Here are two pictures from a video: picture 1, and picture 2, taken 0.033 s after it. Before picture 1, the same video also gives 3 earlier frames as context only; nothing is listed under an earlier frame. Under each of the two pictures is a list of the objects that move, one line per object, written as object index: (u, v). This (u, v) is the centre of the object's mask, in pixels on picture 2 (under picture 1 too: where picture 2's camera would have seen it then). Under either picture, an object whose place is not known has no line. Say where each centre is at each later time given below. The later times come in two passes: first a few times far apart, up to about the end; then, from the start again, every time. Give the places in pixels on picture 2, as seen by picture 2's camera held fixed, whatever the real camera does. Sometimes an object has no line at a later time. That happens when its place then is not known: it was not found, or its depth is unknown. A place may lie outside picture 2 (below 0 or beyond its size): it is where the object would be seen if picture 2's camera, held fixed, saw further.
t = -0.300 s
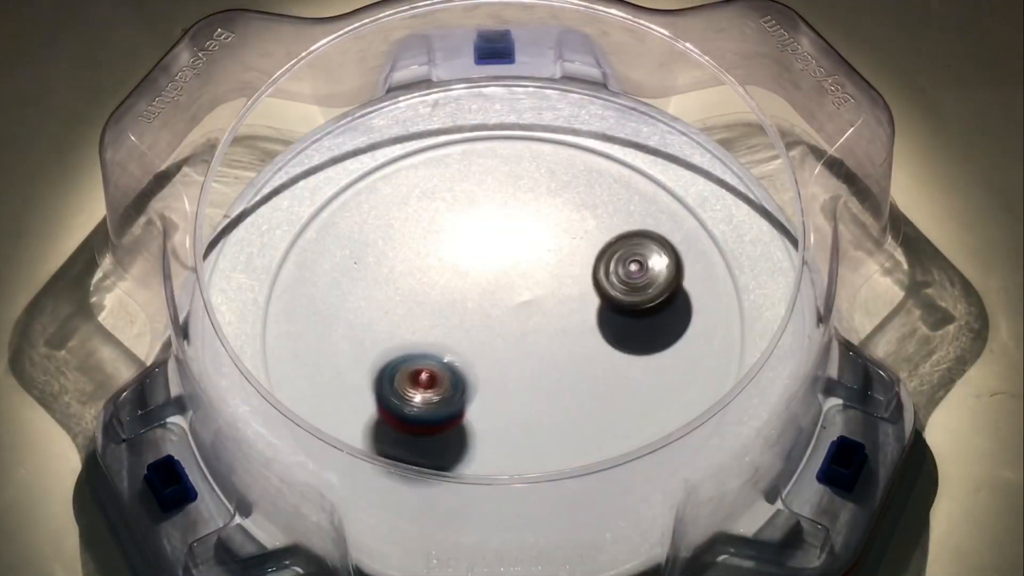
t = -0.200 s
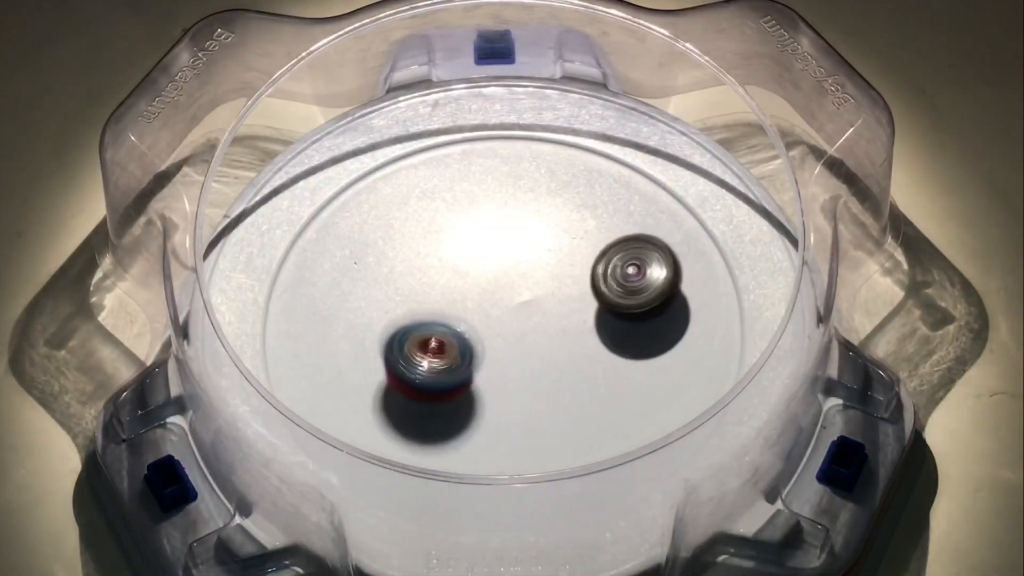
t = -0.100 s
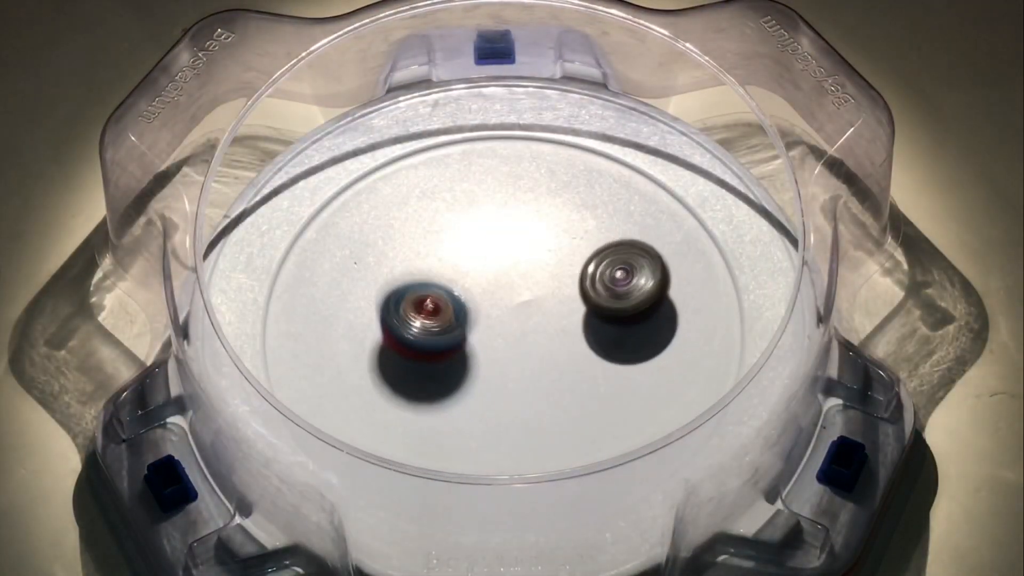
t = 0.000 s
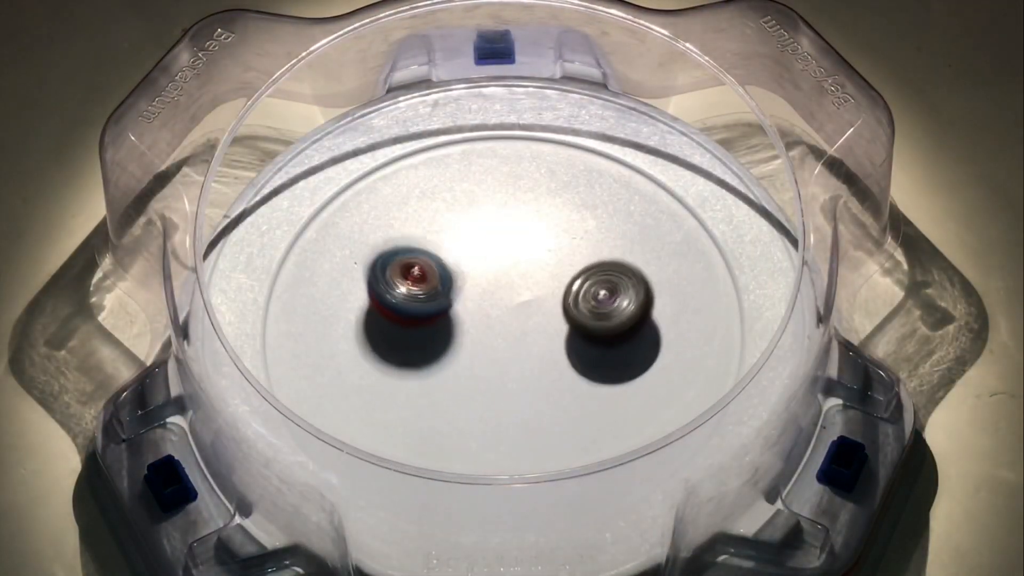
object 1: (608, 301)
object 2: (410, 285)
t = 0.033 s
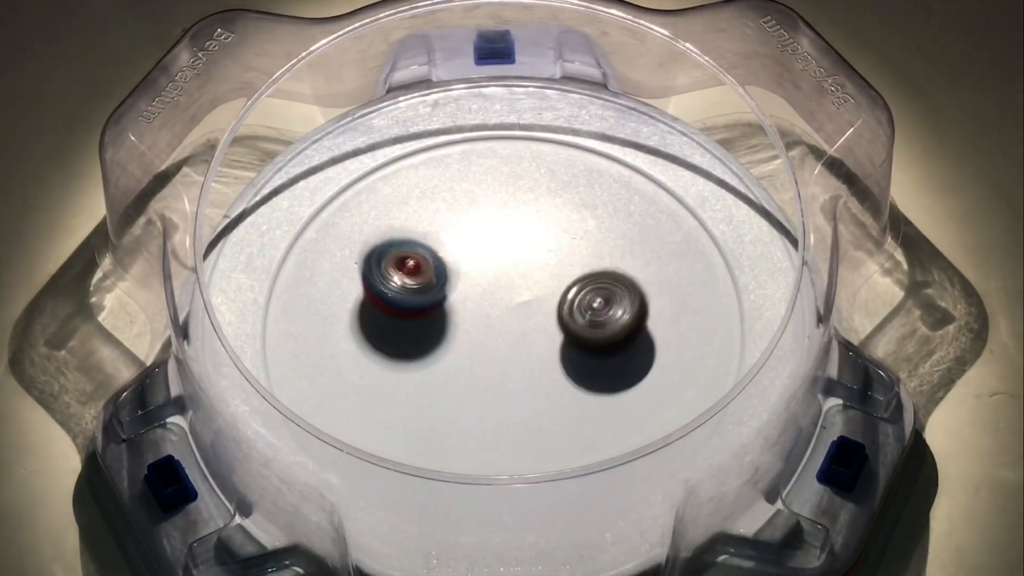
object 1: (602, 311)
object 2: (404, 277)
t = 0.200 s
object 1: (583, 360)
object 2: (379, 257)
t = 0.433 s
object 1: (585, 394)
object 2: (368, 265)
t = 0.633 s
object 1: (555, 389)
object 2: (404, 282)
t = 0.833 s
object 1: (487, 403)
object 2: (494, 242)
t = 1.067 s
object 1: (443, 418)
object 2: (515, 182)
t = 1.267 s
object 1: (458, 399)
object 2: (468, 207)
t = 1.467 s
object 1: (424, 333)
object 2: (518, 297)
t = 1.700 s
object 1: (368, 299)
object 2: (643, 308)
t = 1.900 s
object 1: (381, 321)
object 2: (646, 246)
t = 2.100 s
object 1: (445, 306)
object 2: (549, 271)
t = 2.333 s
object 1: (414, 274)
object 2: (605, 333)
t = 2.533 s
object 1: (445, 298)
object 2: (623, 342)
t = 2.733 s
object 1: (471, 295)
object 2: (604, 348)
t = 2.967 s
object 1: (498, 275)
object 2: (518, 369)
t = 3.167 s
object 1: (516, 276)
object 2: (469, 386)
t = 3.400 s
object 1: (529, 287)
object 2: (434, 389)
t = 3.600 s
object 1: (533, 299)
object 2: (418, 376)
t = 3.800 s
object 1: (534, 315)
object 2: (417, 338)
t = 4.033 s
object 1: (527, 328)
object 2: (418, 290)
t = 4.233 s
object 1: (515, 336)
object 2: (427, 263)
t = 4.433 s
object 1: (499, 340)
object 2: (446, 251)
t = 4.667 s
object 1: (482, 338)
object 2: (493, 250)
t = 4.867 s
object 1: (475, 331)
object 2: (527, 251)
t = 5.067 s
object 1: (474, 319)
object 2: (553, 266)
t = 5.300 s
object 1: (478, 311)
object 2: (576, 289)
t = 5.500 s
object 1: (482, 305)
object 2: (584, 316)
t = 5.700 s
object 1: (488, 302)
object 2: (576, 339)
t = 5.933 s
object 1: (489, 296)
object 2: (568, 373)
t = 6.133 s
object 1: (495, 301)
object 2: (535, 377)
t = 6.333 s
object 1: (498, 273)
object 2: (510, 433)
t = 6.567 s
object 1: (494, 283)
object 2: (509, 388)
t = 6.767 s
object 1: (504, 278)
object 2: (410, 385)
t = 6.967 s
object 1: (511, 283)
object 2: (410, 430)
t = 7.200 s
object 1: (589, 258)
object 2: (425, 364)
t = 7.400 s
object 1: (657, 211)
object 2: (288, 358)
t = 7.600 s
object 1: (583, 241)
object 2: (361, 343)
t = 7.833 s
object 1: (544, 352)
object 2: (415, 241)
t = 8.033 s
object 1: (534, 434)
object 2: (412, 166)
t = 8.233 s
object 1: (488, 431)
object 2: (465, 152)
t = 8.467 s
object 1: (439, 378)
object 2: (566, 190)
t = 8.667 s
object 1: (410, 305)
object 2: (629, 261)
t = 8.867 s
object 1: (422, 250)
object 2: (649, 337)
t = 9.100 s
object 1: (479, 238)
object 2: (606, 415)
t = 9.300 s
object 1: (539, 261)
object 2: (520, 426)
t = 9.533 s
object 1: (587, 315)
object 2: (411, 391)
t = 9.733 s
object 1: (582, 360)
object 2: (355, 340)
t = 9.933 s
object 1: (531, 380)
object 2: (366, 288)
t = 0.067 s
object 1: (597, 321)
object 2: (399, 270)
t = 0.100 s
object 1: (592, 331)
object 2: (393, 264)
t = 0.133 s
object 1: (588, 341)
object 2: (388, 260)
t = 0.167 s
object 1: (585, 350)
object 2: (384, 257)
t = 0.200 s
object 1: (583, 360)
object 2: (379, 257)
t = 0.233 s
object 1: (581, 368)
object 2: (376, 256)
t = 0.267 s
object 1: (580, 377)
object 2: (373, 255)
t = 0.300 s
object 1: (580, 383)
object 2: (371, 256)
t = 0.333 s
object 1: (582, 388)
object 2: (370, 257)
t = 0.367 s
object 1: (584, 393)
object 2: (369, 259)
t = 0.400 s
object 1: (585, 394)
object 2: (368, 262)
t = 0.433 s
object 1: (585, 394)
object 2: (368, 265)
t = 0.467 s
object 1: (585, 391)
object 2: (369, 268)
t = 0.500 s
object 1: (584, 391)
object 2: (372, 272)
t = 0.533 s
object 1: (581, 389)
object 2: (376, 276)
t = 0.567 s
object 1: (575, 389)
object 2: (382, 280)
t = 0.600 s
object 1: (565, 389)
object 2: (392, 282)
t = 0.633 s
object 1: (555, 389)
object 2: (404, 282)
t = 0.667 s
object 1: (543, 390)
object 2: (419, 280)
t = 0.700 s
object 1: (532, 392)
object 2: (435, 275)
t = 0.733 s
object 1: (520, 394)
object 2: (451, 268)
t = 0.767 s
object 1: (509, 397)
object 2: (467, 260)
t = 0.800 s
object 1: (498, 400)
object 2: (481, 252)
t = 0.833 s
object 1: (487, 403)
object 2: (494, 242)
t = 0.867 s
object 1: (477, 407)
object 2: (504, 231)
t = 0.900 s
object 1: (468, 410)
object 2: (512, 222)
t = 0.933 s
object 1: (459, 410)
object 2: (517, 212)
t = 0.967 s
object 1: (452, 413)
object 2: (521, 202)
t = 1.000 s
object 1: (447, 415)
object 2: (521, 194)
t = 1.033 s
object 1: (444, 418)
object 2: (519, 187)
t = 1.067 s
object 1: (443, 418)
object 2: (515, 182)
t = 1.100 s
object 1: (443, 420)
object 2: (508, 177)
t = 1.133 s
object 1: (446, 419)
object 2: (498, 176)
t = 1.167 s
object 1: (450, 417)
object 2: (488, 178)
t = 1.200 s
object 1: (454, 412)
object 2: (479, 184)
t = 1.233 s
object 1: (457, 406)
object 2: (472, 194)
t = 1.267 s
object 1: (458, 399)
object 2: (468, 207)
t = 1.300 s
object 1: (456, 389)
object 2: (467, 220)
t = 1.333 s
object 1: (452, 378)
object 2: (469, 236)
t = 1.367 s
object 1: (446, 367)
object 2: (477, 252)
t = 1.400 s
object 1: (440, 354)
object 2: (488, 270)
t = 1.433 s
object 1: (433, 342)
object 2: (502, 284)
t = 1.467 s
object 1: (424, 333)
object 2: (518, 297)
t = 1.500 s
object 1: (416, 325)
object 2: (537, 307)
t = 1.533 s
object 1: (407, 317)
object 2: (557, 314)
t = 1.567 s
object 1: (399, 311)
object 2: (576, 319)
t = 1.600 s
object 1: (390, 305)
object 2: (595, 320)
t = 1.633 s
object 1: (382, 302)
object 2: (613, 318)
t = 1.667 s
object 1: (374, 300)
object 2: (629, 314)
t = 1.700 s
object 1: (368, 299)
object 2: (643, 308)
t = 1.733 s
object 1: (363, 301)
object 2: (655, 299)
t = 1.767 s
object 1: (360, 303)
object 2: (663, 288)
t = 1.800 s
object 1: (360, 309)
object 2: (667, 276)
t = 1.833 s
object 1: (365, 314)
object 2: (665, 264)
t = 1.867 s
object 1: (373, 319)
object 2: (658, 253)
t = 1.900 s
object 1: (381, 321)
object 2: (646, 246)
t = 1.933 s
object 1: (390, 324)
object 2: (633, 242)
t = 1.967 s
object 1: (398, 325)
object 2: (617, 241)
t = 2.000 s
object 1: (407, 324)
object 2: (601, 243)
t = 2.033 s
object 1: (419, 320)
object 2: (584, 248)
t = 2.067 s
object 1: (432, 314)
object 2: (567, 258)
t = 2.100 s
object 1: (445, 306)
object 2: (549, 271)
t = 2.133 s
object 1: (443, 297)
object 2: (548, 286)
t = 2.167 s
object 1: (429, 286)
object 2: (563, 300)
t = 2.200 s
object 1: (419, 279)
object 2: (576, 310)
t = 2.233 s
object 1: (413, 274)
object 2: (586, 319)
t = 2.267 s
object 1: (411, 272)
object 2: (593, 325)
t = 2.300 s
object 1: (411, 272)
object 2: (599, 330)
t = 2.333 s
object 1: (414, 274)
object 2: (605, 333)
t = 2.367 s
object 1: (418, 278)
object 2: (611, 335)
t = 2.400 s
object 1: (424, 282)
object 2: (615, 337)
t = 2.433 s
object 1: (429, 287)
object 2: (619, 338)
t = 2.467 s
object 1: (435, 290)
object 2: (621, 339)
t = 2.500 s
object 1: (440, 295)
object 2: (622, 340)
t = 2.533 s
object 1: (445, 298)
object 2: (623, 342)
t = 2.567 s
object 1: (450, 300)
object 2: (623, 343)
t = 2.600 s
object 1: (454, 301)
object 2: (621, 344)
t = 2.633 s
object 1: (458, 301)
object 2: (619, 345)
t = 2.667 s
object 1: (462, 300)
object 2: (616, 346)
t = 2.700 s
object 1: (467, 298)
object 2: (611, 347)
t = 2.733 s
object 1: (471, 295)
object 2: (604, 348)
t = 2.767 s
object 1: (475, 291)
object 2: (594, 350)
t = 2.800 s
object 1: (480, 288)
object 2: (583, 353)
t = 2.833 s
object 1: (484, 285)
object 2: (571, 355)
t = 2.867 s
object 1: (488, 281)
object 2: (557, 358)
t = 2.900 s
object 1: (492, 279)
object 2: (543, 361)
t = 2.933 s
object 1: (495, 276)
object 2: (531, 365)
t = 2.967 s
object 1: (498, 275)
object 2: (518, 369)
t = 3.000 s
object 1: (501, 274)
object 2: (506, 372)
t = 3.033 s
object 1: (504, 274)
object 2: (497, 373)
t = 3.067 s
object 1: (508, 273)
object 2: (488, 377)
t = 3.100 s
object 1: (511, 274)
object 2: (481, 380)
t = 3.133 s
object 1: (513, 275)
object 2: (474, 383)
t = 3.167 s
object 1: (516, 276)
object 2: (469, 386)
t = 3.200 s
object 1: (519, 279)
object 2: (463, 388)
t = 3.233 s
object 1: (522, 280)
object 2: (458, 390)
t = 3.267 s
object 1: (524, 282)
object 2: (452, 391)
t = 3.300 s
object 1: (526, 284)
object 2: (447, 391)
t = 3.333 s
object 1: (527, 285)
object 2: (443, 390)
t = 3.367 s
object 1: (528, 287)
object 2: (438, 389)
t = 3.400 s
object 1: (529, 287)
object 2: (434, 389)
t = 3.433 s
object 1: (530, 290)
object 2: (430, 387)
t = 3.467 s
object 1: (530, 290)
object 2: (426, 386)
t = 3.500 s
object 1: (531, 292)
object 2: (422, 385)
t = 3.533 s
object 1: (531, 295)
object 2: (420, 383)
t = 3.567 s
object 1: (532, 297)
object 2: (418, 380)
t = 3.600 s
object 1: (533, 299)
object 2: (418, 376)
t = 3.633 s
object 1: (534, 302)
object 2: (418, 372)
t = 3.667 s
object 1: (534, 305)
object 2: (417, 367)
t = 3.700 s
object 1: (534, 308)
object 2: (417, 360)
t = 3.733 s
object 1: (535, 311)
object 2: (417, 353)
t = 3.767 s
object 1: (535, 314)
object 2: (417, 346)
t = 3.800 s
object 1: (534, 315)
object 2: (417, 338)
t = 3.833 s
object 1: (533, 319)
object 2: (417, 330)
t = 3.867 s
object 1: (532, 320)
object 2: (417, 323)
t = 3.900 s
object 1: (531, 322)
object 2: (417, 316)
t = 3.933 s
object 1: (530, 324)
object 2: (417, 309)
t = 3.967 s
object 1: (529, 327)
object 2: (417, 302)
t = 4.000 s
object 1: (528, 327)
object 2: (418, 296)
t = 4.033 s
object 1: (527, 328)
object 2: (418, 290)
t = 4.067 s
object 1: (525, 330)
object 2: (419, 285)
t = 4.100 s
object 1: (523, 331)
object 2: (420, 280)
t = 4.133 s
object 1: (522, 333)
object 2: (421, 276)
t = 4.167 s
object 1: (520, 334)
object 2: (423, 271)
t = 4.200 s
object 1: (517, 335)
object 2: (425, 267)
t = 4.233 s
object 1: (515, 336)
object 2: (427, 263)
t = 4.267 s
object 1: (512, 337)
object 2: (429, 259)
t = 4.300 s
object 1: (510, 337)
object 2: (432, 257)
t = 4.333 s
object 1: (507, 339)
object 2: (435, 255)
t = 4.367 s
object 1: (504, 340)
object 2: (438, 253)
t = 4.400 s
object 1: (501, 340)
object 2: (442, 252)
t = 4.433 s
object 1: (499, 340)
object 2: (446, 251)
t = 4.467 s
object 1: (496, 339)
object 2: (451, 251)
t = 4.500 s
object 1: (494, 339)
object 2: (455, 251)
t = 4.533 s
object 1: (491, 338)
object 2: (462, 252)
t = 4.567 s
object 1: (489, 338)
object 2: (470, 252)
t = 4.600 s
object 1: (486, 337)
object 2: (478, 252)
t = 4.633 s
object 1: (484, 337)
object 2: (486, 251)
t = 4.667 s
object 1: (482, 338)
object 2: (493, 250)
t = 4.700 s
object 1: (481, 338)
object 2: (500, 249)
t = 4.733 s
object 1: (479, 337)
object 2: (506, 249)
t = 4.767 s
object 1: (478, 336)
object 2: (512, 249)
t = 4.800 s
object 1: (476, 335)
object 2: (518, 249)
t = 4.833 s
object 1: (475, 333)
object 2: (522, 250)
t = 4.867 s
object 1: (475, 331)
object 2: (527, 251)
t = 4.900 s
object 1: (474, 329)
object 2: (531, 253)
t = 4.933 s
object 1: (474, 327)
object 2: (535, 255)
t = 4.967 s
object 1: (474, 325)
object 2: (539, 257)
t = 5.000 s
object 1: (474, 324)
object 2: (543, 260)
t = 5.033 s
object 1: (474, 321)
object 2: (547, 264)
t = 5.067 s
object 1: (474, 319)
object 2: (553, 266)
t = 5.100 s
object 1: (474, 318)
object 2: (558, 268)
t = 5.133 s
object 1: (475, 317)
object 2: (562, 271)
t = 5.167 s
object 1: (475, 316)
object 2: (565, 275)
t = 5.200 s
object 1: (475, 315)
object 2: (568, 278)
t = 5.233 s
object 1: (476, 312)
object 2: (572, 282)
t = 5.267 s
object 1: (477, 312)
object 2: (574, 285)
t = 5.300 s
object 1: (478, 311)
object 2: (576, 289)
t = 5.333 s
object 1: (479, 309)
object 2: (577, 293)
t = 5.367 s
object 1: (479, 309)
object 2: (578, 297)
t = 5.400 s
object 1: (481, 306)
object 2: (579, 301)
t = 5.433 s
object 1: (481, 306)
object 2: (581, 306)
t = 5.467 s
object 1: (482, 306)
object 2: (583, 311)
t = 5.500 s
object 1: (482, 305)
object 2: (584, 316)
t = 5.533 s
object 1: (483, 305)
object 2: (584, 320)
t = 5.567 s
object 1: (484, 304)
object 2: (584, 324)
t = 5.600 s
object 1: (485, 304)
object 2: (582, 328)
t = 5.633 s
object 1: (486, 304)
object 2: (580, 332)
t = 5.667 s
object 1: (487, 303)
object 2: (578, 336)
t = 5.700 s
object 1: (488, 302)
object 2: (576, 339)
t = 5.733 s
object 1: (486, 299)
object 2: (576, 346)
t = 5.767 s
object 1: (486, 297)
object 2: (576, 353)
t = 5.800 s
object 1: (486, 296)
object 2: (576, 357)
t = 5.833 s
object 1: (486, 295)
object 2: (574, 362)
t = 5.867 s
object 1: (487, 295)
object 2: (572, 366)
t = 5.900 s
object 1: (488, 296)
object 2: (571, 369)
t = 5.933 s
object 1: (489, 296)
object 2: (568, 373)
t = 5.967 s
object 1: (490, 297)
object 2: (565, 375)
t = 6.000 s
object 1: (491, 297)
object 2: (561, 376)
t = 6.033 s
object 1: (491, 297)
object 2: (557, 377)
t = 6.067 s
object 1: (493, 299)
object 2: (552, 378)
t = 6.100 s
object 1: (493, 301)
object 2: (545, 379)
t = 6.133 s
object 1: (495, 301)
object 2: (535, 377)
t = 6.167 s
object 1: (496, 299)
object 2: (529, 383)
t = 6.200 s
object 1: (497, 288)
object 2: (521, 397)
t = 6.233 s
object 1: (498, 281)
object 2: (514, 410)
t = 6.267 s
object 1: (498, 276)
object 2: (509, 420)
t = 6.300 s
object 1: (499, 274)
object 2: (508, 429)
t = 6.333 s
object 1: (498, 273)
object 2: (510, 433)
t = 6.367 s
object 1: (499, 274)
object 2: (515, 435)
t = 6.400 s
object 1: (498, 274)
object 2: (520, 434)
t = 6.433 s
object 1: (497, 276)
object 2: (523, 431)
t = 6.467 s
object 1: (497, 277)
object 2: (524, 422)
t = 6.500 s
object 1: (496, 279)
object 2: (523, 413)
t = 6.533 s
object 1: (495, 281)
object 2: (518, 402)
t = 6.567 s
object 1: (494, 283)
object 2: (509, 388)
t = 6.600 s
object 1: (494, 286)
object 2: (499, 378)
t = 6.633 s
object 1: (494, 285)
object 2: (482, 368)
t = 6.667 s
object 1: (498, 281)
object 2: (464, 369)
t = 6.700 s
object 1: (500, 279)
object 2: (445, 372)
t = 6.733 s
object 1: (502, 278)
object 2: (426, 378)
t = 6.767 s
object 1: (504, 278)
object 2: (410, 385)
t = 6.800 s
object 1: (505, 277)
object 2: (398, 391)
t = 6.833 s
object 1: (505, 278)
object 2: (388, 400)
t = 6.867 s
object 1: (507, 279)
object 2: (384, 409)
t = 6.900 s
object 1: (508, 280)
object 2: (386, 418)
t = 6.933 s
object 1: (509, 281)
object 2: (395, 424)
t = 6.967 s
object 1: (511, 283)
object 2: (410, 430)
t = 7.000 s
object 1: (512, 285)
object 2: (430, 431)
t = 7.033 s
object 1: (514, 287)
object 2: (449, 425)
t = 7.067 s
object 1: (516, 289)
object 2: (467, 412)
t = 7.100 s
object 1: (517, 292)
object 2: (482, 393)
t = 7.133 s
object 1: (518, 293)
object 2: (491, 372)
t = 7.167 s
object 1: (551, 278)
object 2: (462, 365)
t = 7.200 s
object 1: (589, 258)
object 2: (425, 364)
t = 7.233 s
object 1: (621, 237)
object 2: (394, 361)
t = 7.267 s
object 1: (641, 223)
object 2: (367, 359)
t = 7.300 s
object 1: (655, 214)
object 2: (343, 357)
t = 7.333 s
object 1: (661, 210)
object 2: (321, 357)
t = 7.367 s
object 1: (661, 210)
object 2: (302, 358)
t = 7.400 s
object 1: (657, 211)
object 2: (288, 358)
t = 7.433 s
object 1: (648, 214)
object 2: (289, 357)
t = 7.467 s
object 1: (636, 218)
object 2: (299, 357)
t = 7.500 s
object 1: (624, 223)
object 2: (314, 355)
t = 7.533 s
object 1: (610, 228)
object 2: (329, 353)
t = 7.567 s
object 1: (596, 235)
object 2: (345, 350)
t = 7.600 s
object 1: (583, 241)
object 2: (361, 343)
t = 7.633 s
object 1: (571, 249)
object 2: (376, 335)
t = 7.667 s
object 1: (559, 259)
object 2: (391, 326)
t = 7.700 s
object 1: (548, 271)
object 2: (405, 316)
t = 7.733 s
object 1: (537, 284)
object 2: (419, 304)
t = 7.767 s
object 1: (528, 299)
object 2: (429, 291)
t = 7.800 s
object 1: (536, 327)
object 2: (425, 267)
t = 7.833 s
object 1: (544, 352)
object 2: (415, 241)
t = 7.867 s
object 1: (548, 375)
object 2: (411, 222)
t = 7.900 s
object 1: (550, 395)
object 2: (408, 206)
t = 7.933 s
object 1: (548, 410)
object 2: (406, 191)
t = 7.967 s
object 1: (545, 421)
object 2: (406, 180)
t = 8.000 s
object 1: (540, 429)
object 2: (409, 171)
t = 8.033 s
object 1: (534, 434)
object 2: (412, 166)
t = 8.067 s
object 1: (527, 438)
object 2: (418, 160)
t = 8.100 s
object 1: (520, 439)
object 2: (424, 154)
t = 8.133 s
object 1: (512, 439)
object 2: (432, 152)
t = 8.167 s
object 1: (504, 436)
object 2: (441, 151)
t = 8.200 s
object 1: (496, 434)
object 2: (453, 151)
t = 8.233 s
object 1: (488, 431)
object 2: (465, 152)
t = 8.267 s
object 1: (481, 426)
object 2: (477, 153)
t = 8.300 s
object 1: (473, 421)
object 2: (492, 158)
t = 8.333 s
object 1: (466, 417)
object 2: (508, 162)
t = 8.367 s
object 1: (459, 409)
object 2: (522, 167)
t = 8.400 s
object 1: (452, 400)
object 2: (536, 175)
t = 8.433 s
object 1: (445, 390)
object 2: (551, 183)
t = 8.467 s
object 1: (439, 378)
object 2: (566, 190)
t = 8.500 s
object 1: (432, 367)
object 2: (579, 201)
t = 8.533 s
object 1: (427, 354)
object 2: (590, 213)
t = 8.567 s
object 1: (421, 341)
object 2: (602, 223)
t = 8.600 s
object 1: (417, 329)
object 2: (613, 234)
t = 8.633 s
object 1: (413, 318)
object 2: (622, 247)
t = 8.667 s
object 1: (410, 305)
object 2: (629, 261)
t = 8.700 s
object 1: (408, 294)
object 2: (636, 274)
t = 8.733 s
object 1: (407, 284)
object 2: (641, 285)
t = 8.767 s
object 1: (408, 273)
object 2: (645, 300)
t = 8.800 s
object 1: (411, 265)
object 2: (648, 313)
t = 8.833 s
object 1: (416, 257)
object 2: (650, 324)
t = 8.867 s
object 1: (422, 250)
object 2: (649, 337)
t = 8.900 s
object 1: (428, 245)
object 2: (647, 351)
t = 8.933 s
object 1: (436, 242)
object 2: (645, 362)
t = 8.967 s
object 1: (444, 239)
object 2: (640, 375)
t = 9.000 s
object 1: (452, 237)
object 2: (633, 387)
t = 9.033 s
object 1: (461, 236)
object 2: (626, 397)
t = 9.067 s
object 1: (469, 237)
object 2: (617, 405)
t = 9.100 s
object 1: (479, 238)
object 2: (606, 415)
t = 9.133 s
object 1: (489, 240)
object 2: (593, 418)
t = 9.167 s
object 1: (500, 244)
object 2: (582, 424)
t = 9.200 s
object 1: (510, 247)
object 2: (567, 427)
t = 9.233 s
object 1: (520, 252)
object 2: (552, 428)
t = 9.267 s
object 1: (530, 255)
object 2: (538, 427)
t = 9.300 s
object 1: (539, 261)
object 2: (520, 426)
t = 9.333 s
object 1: (549, 268)
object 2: (505, 424)
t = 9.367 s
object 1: (558, 275)
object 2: (489, 420)
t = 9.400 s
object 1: (566, 283)
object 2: (471, 416)
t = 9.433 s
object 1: (573, 291)
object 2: (455, 411)
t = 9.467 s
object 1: (579, 299)
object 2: (441, 406)
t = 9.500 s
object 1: (584, 307)
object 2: (425, 398)
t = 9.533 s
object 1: (587, 315)
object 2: (411, 391)
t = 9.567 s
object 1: (590, 325)
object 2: (398, 385)
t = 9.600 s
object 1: (592, 333)
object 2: (386, 376)
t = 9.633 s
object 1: (592, 342)
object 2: (376, 368)
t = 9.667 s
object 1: (590, 349)
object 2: (369, 358)
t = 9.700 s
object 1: (587, 355)
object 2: (361, 349)
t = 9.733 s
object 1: (582, 360)
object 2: (355, 340)
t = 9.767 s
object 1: (575, 366)
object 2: (353, 332)
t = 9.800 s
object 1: (567, 371)
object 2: (351, 322)
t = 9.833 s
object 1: (559, 375)
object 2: (352, 313)
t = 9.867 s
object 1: (551, 378)
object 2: (356, 305)
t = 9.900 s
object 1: (542, 377)
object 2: (360, 295)
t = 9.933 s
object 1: (531, 380)
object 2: (366, 288)
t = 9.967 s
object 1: (519, 380)
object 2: (376, 281)
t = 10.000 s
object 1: (506, 380)
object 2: (383, 274)
